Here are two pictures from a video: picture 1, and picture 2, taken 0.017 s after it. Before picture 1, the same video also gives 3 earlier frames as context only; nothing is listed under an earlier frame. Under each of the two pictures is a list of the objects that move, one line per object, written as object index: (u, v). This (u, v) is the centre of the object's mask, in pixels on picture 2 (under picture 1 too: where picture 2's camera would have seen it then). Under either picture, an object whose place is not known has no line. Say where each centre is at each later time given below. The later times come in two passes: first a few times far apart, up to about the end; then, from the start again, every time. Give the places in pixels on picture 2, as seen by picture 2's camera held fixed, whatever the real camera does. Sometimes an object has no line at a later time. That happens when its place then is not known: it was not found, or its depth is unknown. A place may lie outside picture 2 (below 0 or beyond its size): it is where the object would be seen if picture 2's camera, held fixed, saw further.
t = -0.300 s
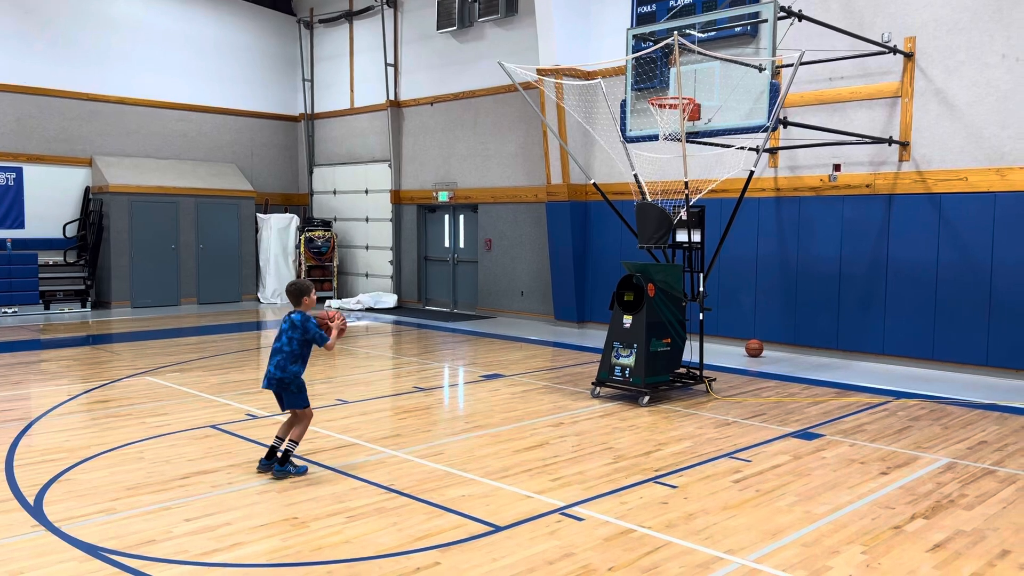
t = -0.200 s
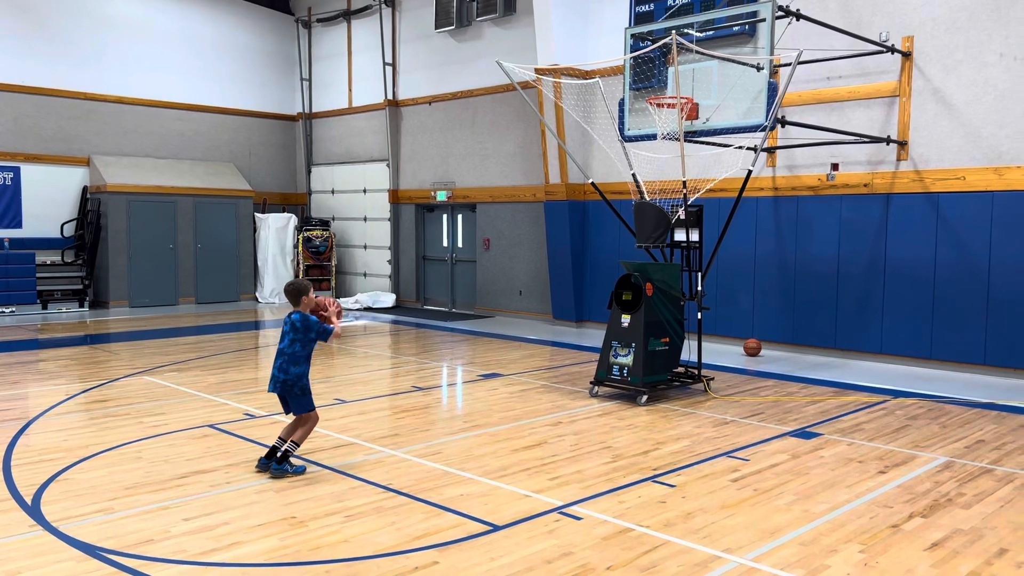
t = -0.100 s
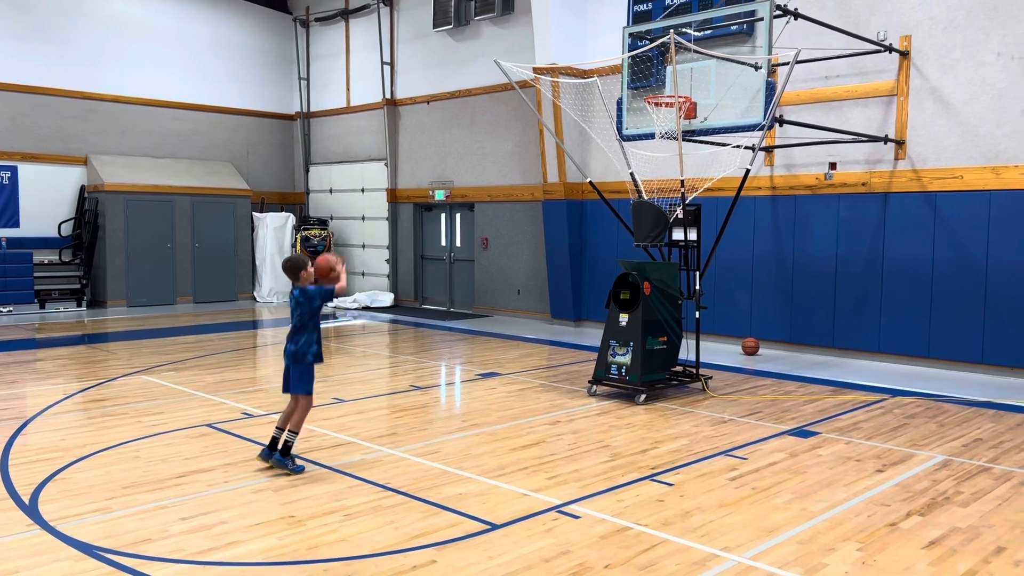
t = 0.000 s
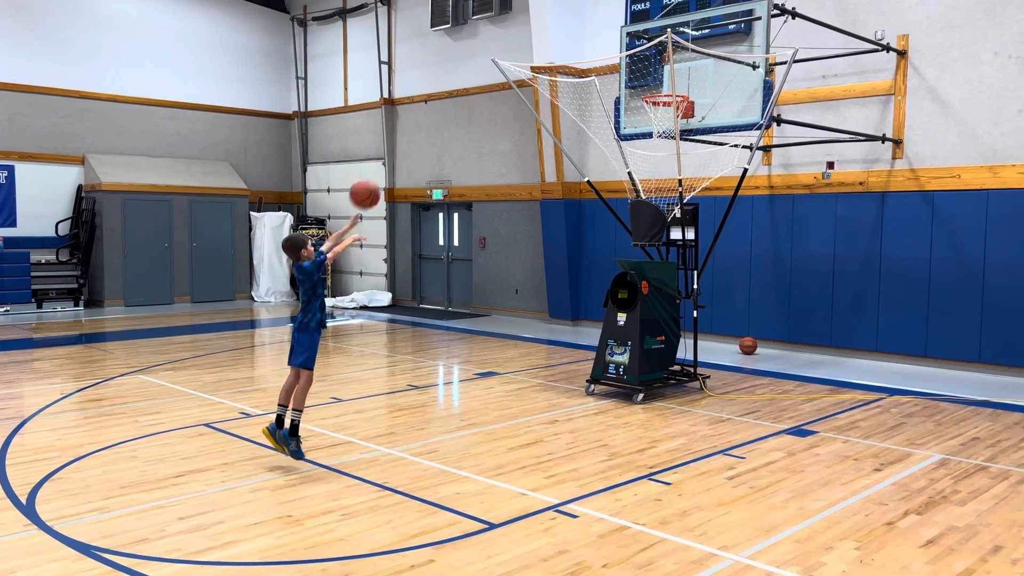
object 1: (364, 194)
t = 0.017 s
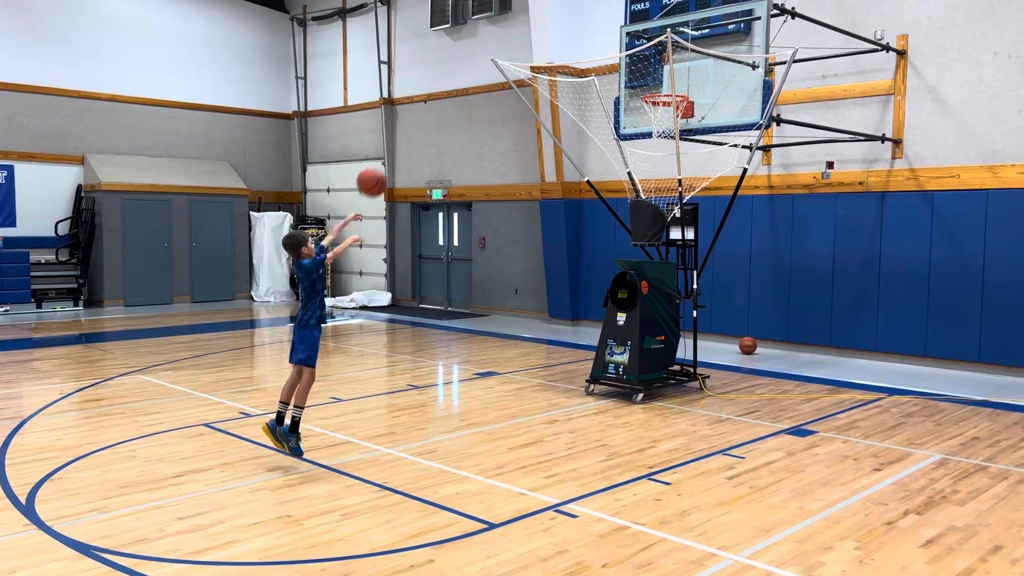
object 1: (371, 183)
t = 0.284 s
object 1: (482, 53)
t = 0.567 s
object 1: (576, 24)
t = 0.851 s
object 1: (650, 76)
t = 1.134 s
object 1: (666, 110)
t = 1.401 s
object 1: (662, 141)
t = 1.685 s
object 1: (657, 198)
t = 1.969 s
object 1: (652, 195)
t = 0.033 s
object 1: (379, 170)
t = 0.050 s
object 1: (387, 159)
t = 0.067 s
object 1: (394, 149)
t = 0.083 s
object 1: (401, 139)
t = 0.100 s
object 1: (409, 129)
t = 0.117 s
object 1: (416, 120)
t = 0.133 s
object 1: (423, 111)
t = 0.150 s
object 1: (429, 104)
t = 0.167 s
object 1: (436, 96)
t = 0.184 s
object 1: (443, 89)
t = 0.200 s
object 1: (450, 81)
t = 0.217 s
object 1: (456, 75)
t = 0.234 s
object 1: (463, 69)
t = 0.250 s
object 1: (469, 63)
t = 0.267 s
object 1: (475, 58)
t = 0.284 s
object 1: (482, 53)
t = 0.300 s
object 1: (488, 48)
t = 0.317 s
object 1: (494, 44)
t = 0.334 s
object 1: (500, 41)
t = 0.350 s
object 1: (505, 37)
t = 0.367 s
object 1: (512, 34)
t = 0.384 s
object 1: (517, 31)
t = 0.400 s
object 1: (523, 29)
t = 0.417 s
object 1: (529, 27)
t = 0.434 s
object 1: (534, 26)
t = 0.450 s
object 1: (539, 24)
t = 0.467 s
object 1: (545, 23)
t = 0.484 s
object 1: (550, 22)
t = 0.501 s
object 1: (556, 22)
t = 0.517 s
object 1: (561, 22)
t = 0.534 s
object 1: (566, 22)
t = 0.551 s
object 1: (571, 23)
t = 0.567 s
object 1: (576, 24)
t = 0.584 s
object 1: (581, 25)
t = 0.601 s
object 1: (586, 26)
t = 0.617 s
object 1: (590, 28)
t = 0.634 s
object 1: (595, 30)
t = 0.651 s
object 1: (600, 32)
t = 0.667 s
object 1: (604, 34)
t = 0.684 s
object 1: (609, 37)
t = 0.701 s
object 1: (613, 41)
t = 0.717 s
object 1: (618, 43)
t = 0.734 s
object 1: (621, 45)
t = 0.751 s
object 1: (626, 50)
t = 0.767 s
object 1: (632, 55)
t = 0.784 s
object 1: (635, 59)
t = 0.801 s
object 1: (638, 63)
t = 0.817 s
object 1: (642, 68)
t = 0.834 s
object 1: (646, 72)
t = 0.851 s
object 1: (650, 76)
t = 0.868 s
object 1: (655, 82)
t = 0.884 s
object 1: (658, 86)
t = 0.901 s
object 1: (662, 88)
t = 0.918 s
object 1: (665, 90)
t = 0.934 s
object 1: (667, 99)
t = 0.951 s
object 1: (666, 103)
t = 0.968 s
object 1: (667, 105)
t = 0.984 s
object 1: (667, 108)
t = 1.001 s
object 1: (672, 108)
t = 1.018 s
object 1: (673, 107)
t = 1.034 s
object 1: (670, 110)
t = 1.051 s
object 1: (668, 110)
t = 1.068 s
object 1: (670, 110)
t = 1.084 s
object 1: (667, 110)
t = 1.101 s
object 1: (667, 109)
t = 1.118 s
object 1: (666, 109)
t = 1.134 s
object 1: (666, 110)
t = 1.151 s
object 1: (666, 110)
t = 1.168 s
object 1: (666, 111)
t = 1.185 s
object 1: (666, 111)
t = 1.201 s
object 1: (665, 112)
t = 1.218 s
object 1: (665, 113)
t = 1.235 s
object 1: (665, 115)
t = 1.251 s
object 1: (665, 115)
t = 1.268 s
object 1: (664, 116)
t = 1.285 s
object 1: (664, 120)
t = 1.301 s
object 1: (664, 123)
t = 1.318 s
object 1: (664, 125)
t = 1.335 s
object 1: (664, 127)
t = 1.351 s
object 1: (664, 130)
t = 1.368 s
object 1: (663, 133)
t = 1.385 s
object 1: (662, 137)
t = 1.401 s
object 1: (662, 141)
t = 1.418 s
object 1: (661, 144)
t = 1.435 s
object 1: (661, 148)
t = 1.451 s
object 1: (660, 153)
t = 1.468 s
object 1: (660, 157)
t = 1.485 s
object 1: (659, 162)
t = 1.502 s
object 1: (659, 167)
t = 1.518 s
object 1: (659, 172)
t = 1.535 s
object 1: (658, 177)
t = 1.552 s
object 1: (658, 183)
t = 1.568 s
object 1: (657, 189)
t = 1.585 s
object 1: (656, 192)
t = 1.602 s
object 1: (657, 195)
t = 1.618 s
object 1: (657, 198)
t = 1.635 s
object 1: (658, 199)
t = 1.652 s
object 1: (658, 198)
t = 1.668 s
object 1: (657, 199)
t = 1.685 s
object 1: (657, 198)
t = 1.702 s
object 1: (656, 197)
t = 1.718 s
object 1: (655, 196)
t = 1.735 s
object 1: (655, 195)
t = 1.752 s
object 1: (653, 195)
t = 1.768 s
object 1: (652, 194)
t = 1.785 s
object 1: (652, 194)
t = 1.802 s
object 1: (651, 194)
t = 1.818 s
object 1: (650, 193)
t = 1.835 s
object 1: (648, 193)
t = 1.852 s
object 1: (648, 193)
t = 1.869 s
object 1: (647, 194)
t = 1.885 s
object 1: (647, 195)
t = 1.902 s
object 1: (648, 195)
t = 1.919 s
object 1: (648, 196)
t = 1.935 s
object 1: (649, 195)
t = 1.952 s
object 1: (651, 195)
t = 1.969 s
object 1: (652, 195)
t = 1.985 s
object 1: (653, 194)
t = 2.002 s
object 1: (655, 195)
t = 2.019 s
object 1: (657, 196)
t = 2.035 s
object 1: (657, 196)
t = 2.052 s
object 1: (658, 196)
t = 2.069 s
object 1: (660, 198)
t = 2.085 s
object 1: (662, 198)
